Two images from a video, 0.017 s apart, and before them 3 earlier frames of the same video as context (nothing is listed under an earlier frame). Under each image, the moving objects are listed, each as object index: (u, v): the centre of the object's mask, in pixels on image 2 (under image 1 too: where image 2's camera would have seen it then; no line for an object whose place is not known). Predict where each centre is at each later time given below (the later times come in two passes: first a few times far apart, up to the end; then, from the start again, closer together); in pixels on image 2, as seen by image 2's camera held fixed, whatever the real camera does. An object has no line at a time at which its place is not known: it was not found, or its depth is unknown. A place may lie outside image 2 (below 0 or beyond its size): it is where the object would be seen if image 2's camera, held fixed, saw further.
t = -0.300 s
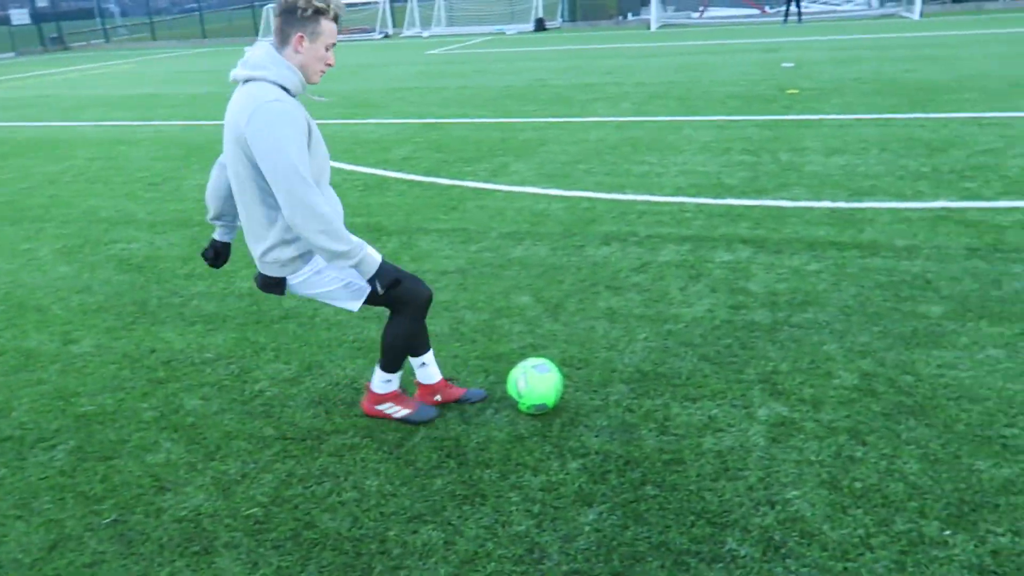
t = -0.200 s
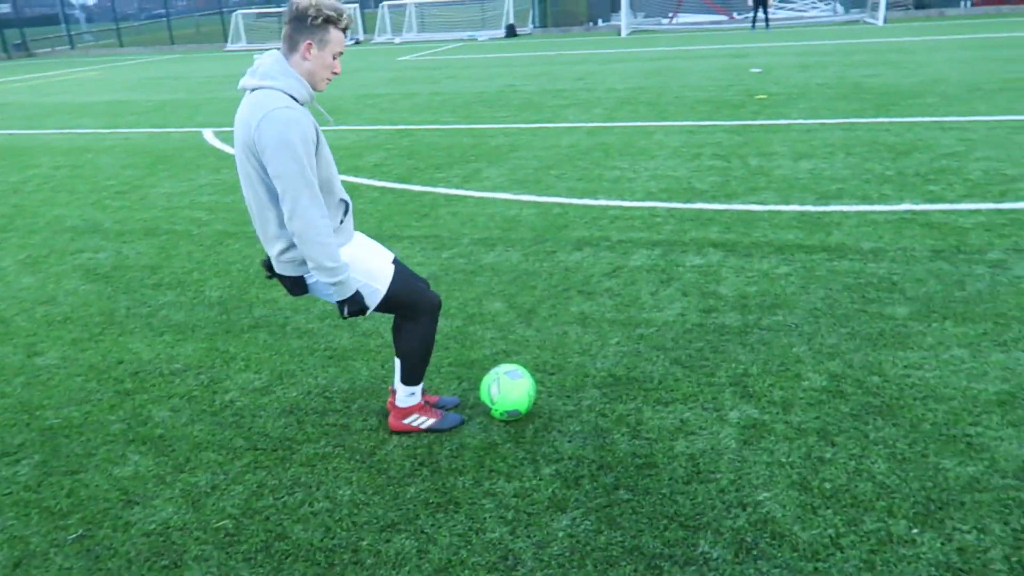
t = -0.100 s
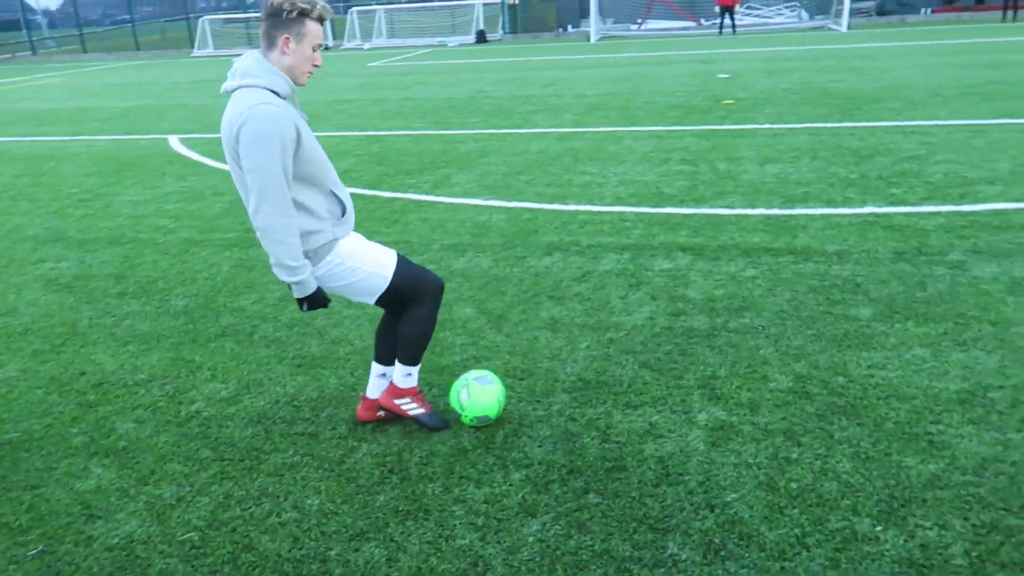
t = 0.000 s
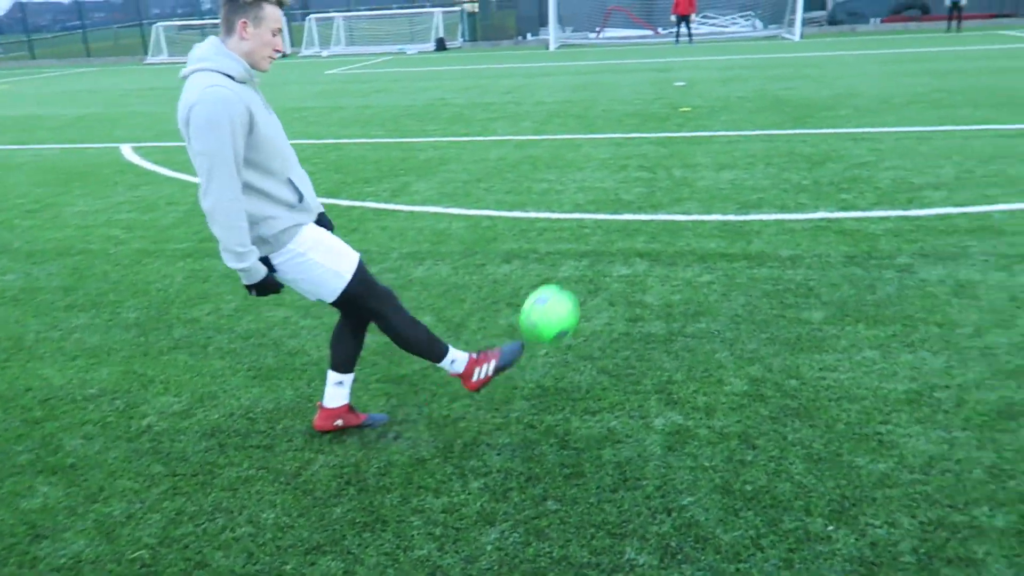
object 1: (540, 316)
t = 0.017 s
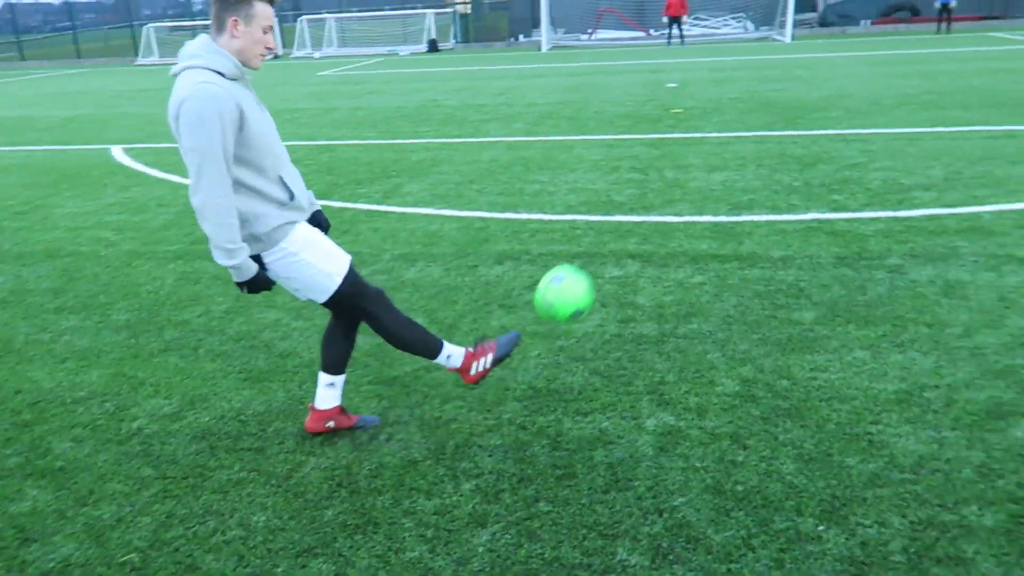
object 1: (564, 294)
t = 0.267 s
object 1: (924, 39)
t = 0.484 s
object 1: (1221, -46)
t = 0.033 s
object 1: (588, 273)
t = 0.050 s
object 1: (611, 252)
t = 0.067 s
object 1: (634, 233)
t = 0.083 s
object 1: (658, 213)
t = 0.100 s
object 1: (683, 194)
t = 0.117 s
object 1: (706, 176)
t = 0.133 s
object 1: (730, 158)
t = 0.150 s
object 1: (755, 141)
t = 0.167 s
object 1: (780, 124)
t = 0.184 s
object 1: (804, 108)
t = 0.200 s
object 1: (828, 93)
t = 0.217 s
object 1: (852, 78)
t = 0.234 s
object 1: (876, 65)
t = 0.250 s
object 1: (901, 51)
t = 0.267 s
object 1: (924, 39)
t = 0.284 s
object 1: (948, 27)
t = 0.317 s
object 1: (995, 7)
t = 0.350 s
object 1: (1038, -9)
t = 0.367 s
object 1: (1063, -17)
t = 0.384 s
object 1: (1087, -24)
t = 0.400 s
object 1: (1110, -29)
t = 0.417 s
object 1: (1133, -35)
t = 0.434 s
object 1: (1155, -39)
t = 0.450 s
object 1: (1177, -42)
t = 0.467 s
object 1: (1199, -44)
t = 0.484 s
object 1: (1221, -46)
